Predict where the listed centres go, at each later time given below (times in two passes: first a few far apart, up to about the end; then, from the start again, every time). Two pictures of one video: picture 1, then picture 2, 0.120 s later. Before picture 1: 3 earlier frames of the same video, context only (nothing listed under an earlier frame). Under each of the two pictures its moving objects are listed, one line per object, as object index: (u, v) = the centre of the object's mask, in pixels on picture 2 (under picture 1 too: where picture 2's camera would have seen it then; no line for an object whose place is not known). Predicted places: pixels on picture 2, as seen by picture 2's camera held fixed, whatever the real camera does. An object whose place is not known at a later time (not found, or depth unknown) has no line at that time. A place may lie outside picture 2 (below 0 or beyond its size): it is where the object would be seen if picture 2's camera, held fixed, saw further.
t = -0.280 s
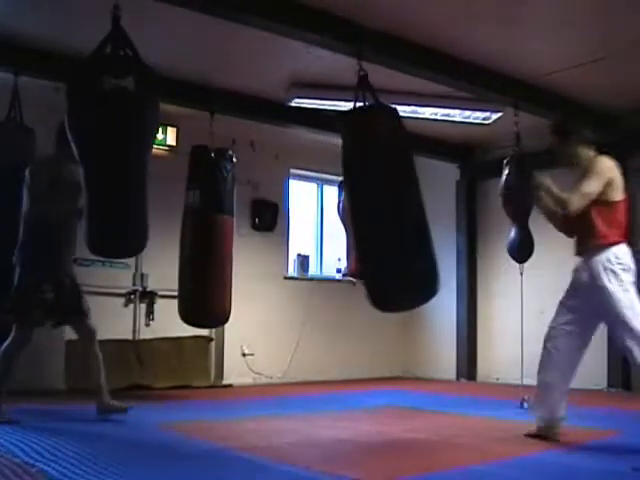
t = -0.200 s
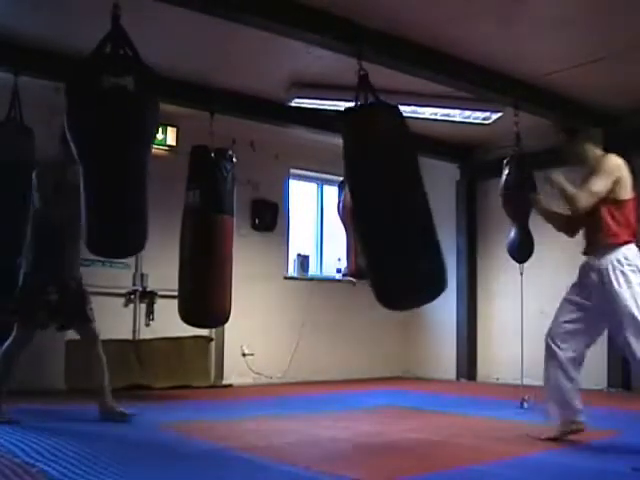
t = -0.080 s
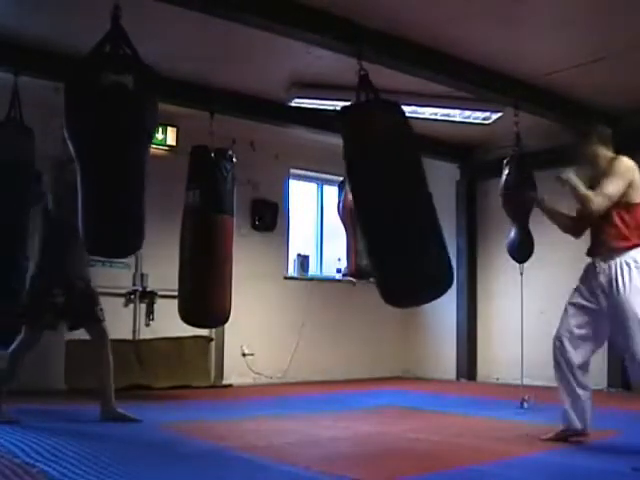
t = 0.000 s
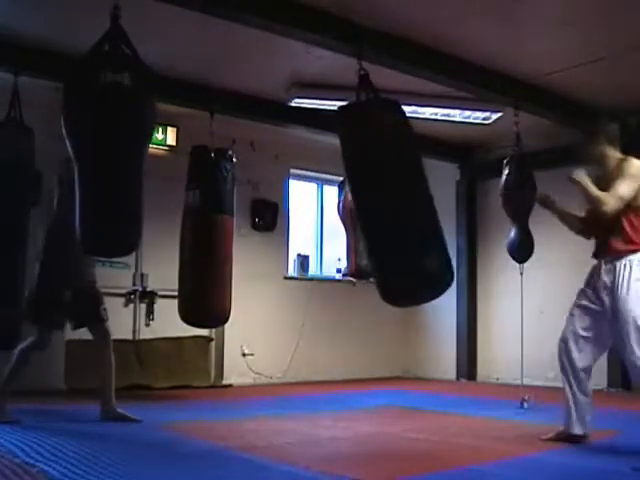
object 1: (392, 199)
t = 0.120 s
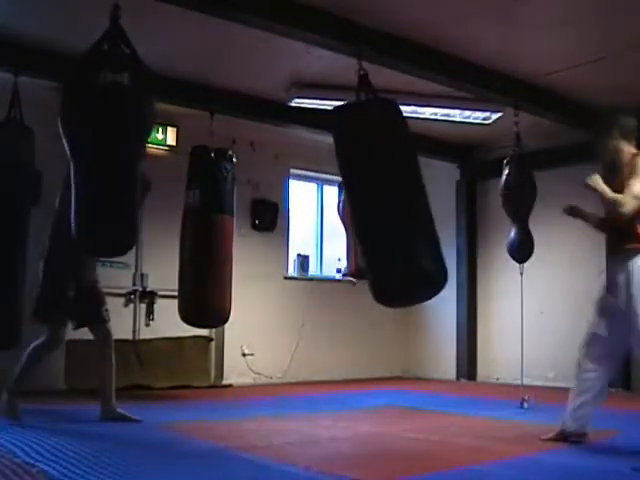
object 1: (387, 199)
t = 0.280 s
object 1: (375, 201)
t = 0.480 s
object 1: (356, 205)
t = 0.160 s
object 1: (384, 200)
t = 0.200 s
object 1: (381, 200)
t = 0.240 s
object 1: (378, 201)
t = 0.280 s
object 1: (375, 201)
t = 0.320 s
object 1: (371, 202)
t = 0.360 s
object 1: (367, 203)
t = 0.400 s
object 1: (364, 204)
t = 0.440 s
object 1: (360, 204)
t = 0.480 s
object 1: (356, 205)
